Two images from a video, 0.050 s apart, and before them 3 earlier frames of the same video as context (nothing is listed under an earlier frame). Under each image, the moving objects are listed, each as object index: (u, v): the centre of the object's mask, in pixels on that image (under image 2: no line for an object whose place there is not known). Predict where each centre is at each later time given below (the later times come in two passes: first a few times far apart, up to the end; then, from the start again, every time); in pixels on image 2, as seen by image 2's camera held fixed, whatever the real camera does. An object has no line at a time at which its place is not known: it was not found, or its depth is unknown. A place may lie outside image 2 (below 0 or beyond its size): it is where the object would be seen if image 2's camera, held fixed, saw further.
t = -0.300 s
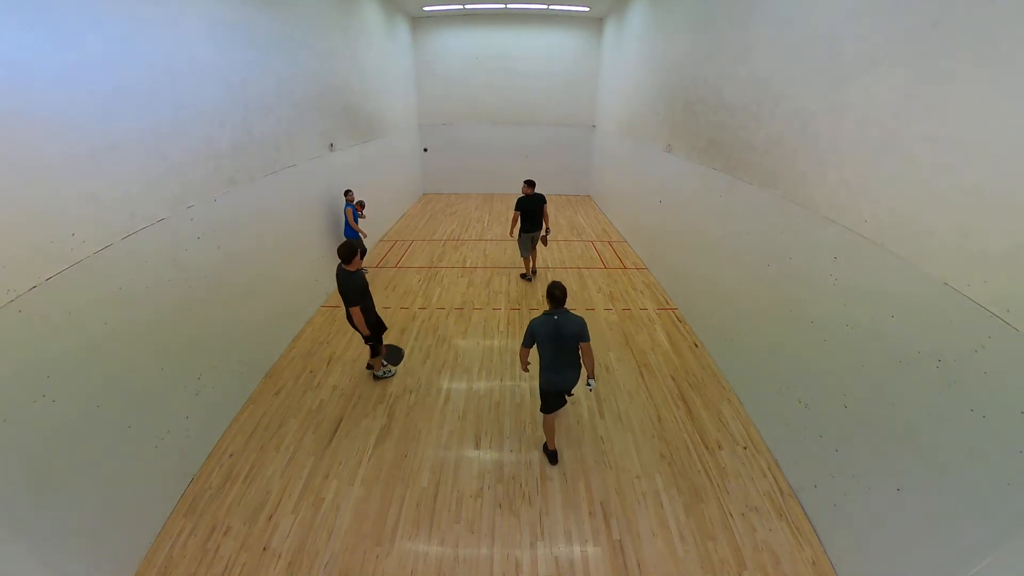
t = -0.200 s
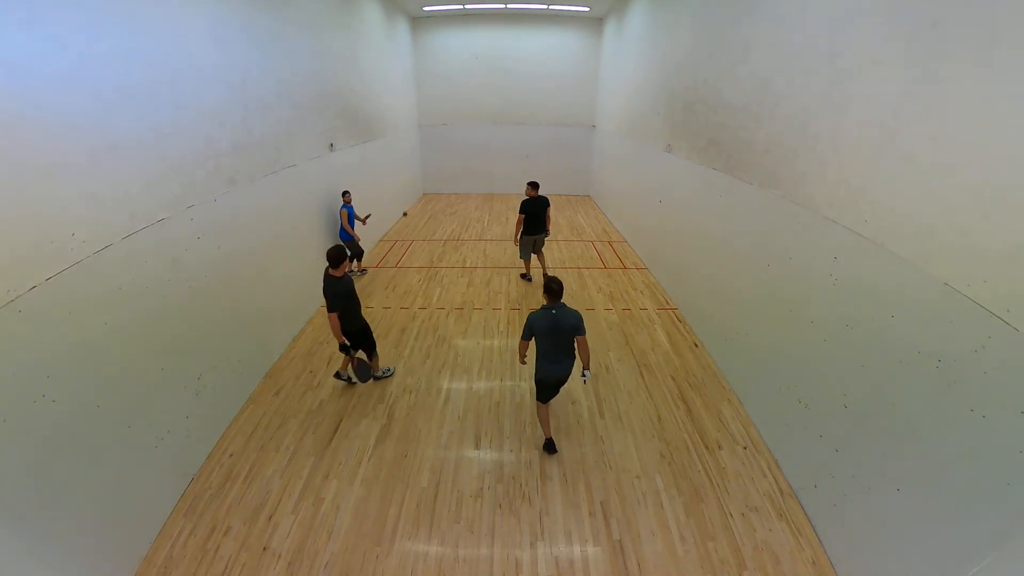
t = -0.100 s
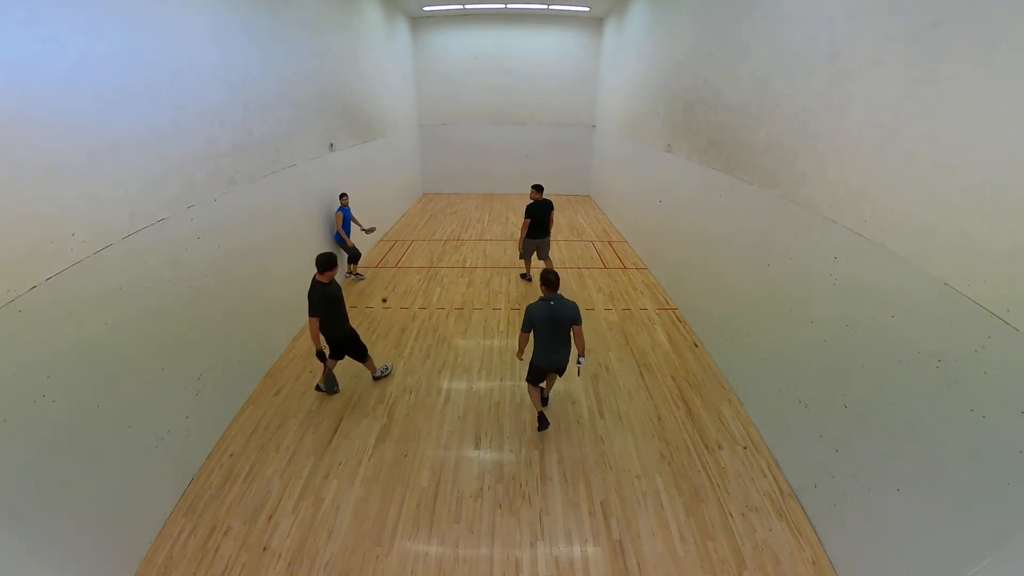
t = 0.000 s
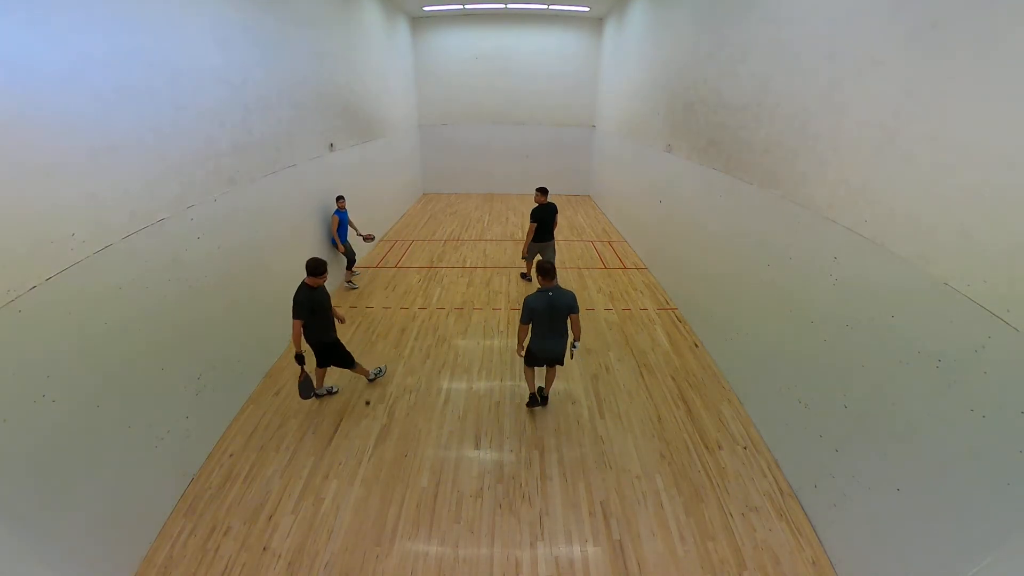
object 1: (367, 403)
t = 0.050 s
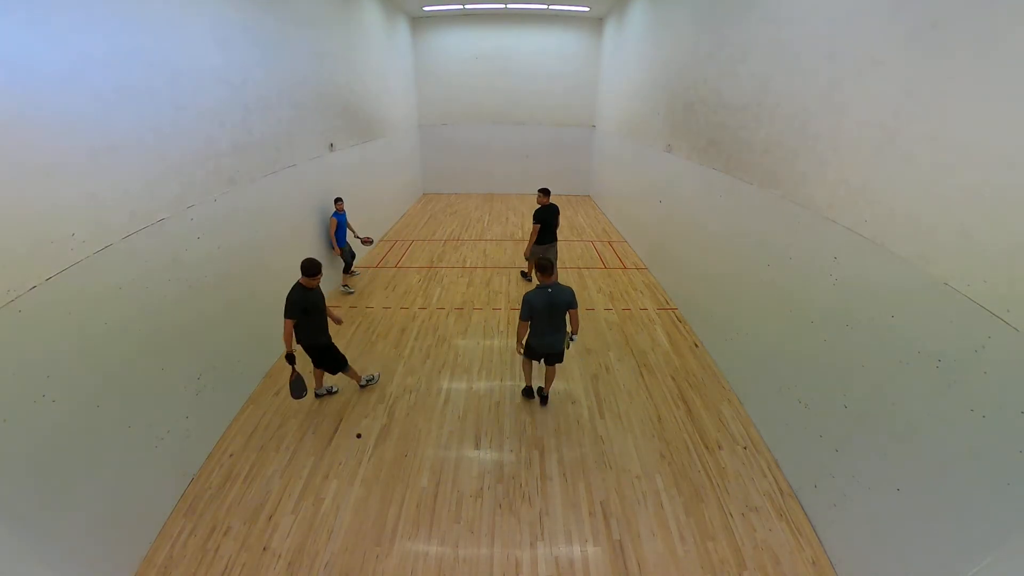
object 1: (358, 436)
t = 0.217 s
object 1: (290, 421)
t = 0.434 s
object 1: (158, 428)
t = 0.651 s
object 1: (6, 497)
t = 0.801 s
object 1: (62, 403)
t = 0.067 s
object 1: (353, 434)
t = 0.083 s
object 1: (347, 432)
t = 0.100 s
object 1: (341, 430)
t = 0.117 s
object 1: (335, 429)
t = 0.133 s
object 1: (328, 427)
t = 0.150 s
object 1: (321, 425)
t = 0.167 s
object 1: (314, 424)
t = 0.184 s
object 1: (306, 423)
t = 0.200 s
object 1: (299, 422)
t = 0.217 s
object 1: (290, 421)
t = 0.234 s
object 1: (282, 420)
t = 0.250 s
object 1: (273, 419)
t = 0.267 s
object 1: (264, 419)
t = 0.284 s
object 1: (255, 418)
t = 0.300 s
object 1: (245, 418)
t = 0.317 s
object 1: (235, 418)
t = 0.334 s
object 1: (225, 419)
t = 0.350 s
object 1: (215, 419)
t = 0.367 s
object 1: (204, 420)
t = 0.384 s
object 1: (193, 422)
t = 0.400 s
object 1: (181, 423)
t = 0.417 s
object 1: (170, 426)
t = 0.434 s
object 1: (158, 428)
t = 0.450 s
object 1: (146, 431)
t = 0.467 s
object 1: (133, 435)
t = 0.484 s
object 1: (121, 438)
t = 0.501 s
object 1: (109, 443)
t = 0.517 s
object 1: (95, 448)
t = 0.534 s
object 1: (83, 454)
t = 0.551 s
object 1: (70, 460)
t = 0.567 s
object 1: (57, 467)
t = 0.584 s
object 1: (44, 475)
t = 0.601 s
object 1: (32, 484)
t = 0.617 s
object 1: (19, 493)
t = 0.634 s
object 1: (7, 503)
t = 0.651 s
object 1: (6, 497)
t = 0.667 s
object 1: (10, 484)
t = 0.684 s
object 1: (15, 471)
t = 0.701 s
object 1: (20, 459)
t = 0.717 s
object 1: (26, 448)
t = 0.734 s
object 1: (33, 438)
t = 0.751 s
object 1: (39, 428)
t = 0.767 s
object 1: (47, 419)
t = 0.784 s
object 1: (54, 411)
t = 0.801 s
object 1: (62, 403)
